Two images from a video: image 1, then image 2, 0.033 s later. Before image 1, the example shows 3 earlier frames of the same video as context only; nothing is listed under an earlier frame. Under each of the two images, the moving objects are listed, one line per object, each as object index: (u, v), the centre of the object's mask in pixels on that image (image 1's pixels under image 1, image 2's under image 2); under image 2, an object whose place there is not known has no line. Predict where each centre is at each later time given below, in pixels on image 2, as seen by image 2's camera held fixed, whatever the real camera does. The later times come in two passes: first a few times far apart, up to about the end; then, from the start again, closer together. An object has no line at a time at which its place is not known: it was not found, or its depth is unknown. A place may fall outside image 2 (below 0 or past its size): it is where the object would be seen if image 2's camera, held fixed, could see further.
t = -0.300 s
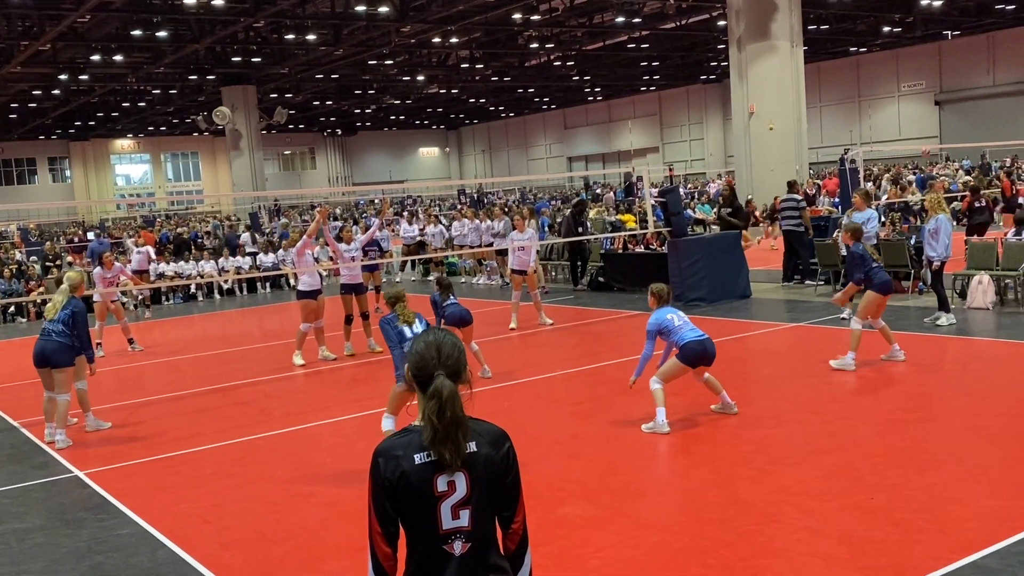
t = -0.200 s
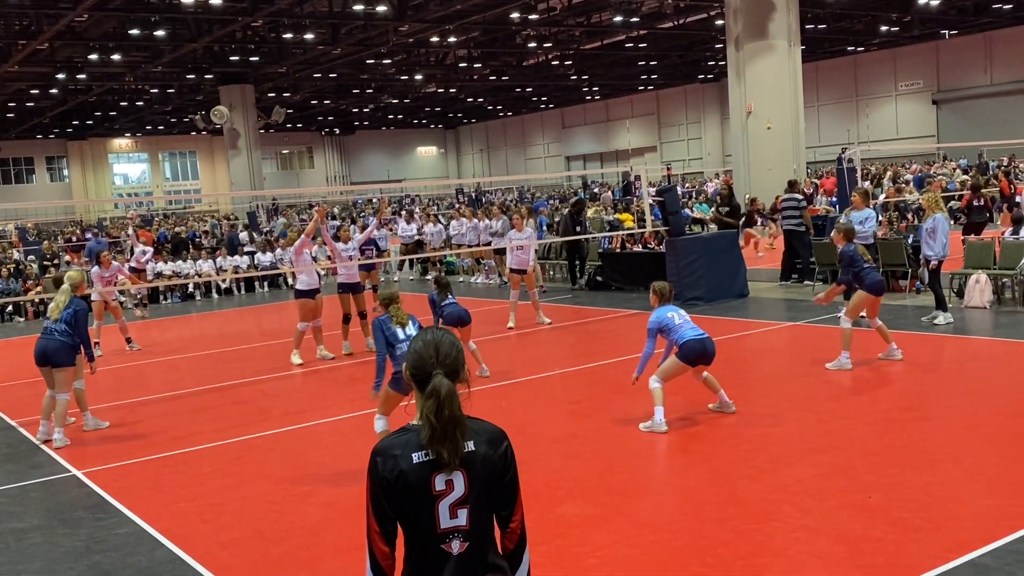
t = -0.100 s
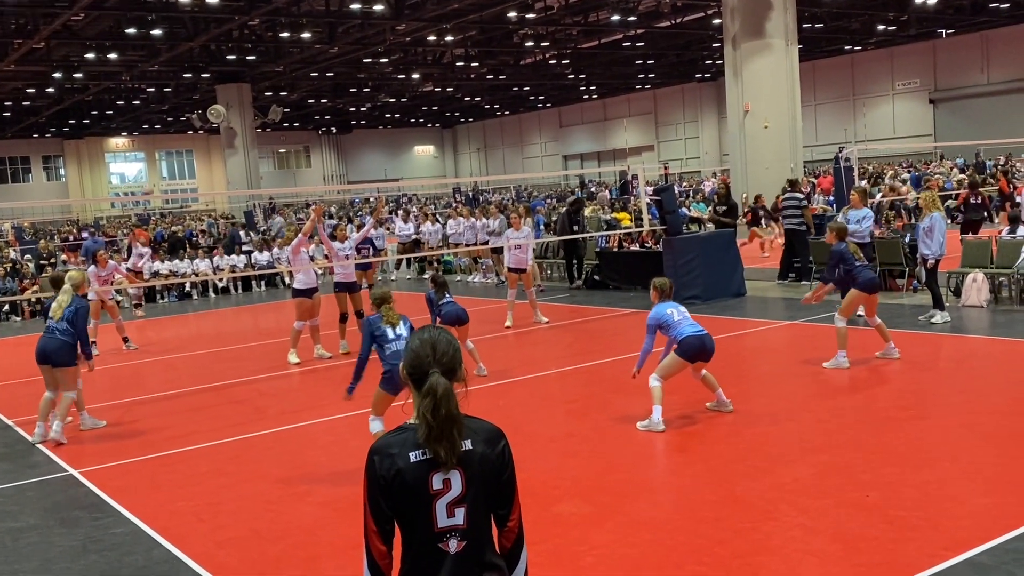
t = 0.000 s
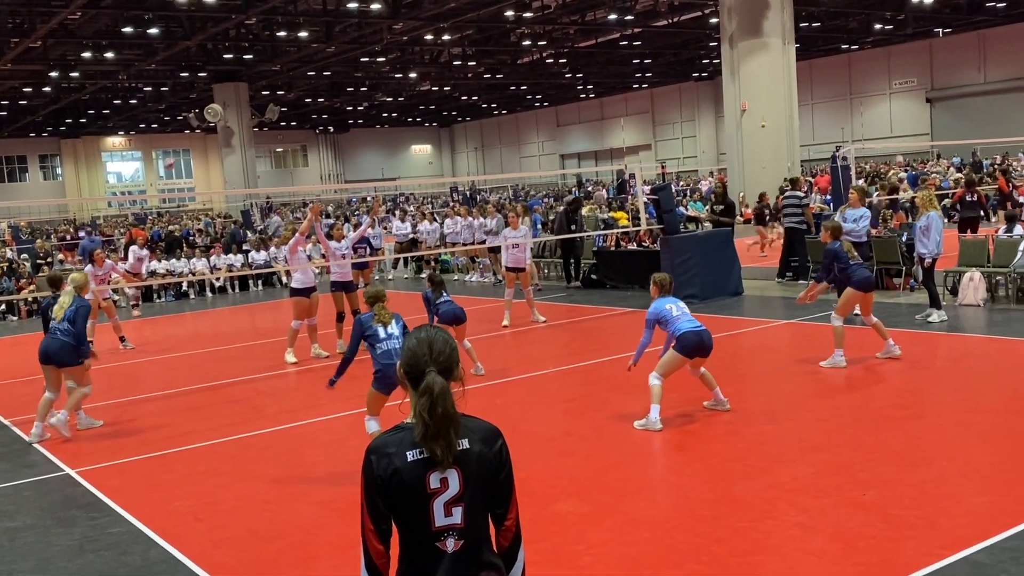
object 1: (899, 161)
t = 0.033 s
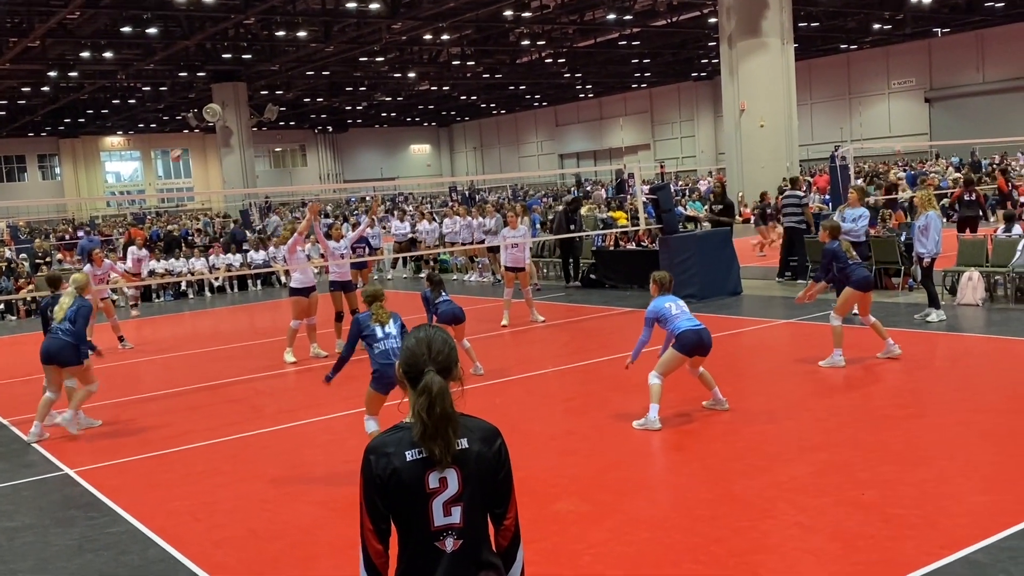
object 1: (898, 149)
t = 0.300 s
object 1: (893, 83)
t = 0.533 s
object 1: (890, 54)
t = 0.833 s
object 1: (888, 51)
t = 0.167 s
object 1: (895, 113)
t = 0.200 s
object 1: (895, 105)
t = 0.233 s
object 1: (895, 97)
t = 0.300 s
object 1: (893, 83)
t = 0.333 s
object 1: (893, 79)
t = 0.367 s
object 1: (893, 74)
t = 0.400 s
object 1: (892, 67)
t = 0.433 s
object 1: (891, 64)
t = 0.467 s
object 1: (891, 60)
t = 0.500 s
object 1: (890, 56)
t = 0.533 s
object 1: (890, 54)
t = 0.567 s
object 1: (890, 52)
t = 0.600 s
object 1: (889, 50)
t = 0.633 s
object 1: (889, 49)
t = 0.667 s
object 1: (888, 48)
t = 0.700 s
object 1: (888, 47)
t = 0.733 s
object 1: (889, 48)
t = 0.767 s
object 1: (889, 48)
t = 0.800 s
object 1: (888, 49)
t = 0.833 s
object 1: (888, 51)
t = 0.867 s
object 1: (888, 53)
